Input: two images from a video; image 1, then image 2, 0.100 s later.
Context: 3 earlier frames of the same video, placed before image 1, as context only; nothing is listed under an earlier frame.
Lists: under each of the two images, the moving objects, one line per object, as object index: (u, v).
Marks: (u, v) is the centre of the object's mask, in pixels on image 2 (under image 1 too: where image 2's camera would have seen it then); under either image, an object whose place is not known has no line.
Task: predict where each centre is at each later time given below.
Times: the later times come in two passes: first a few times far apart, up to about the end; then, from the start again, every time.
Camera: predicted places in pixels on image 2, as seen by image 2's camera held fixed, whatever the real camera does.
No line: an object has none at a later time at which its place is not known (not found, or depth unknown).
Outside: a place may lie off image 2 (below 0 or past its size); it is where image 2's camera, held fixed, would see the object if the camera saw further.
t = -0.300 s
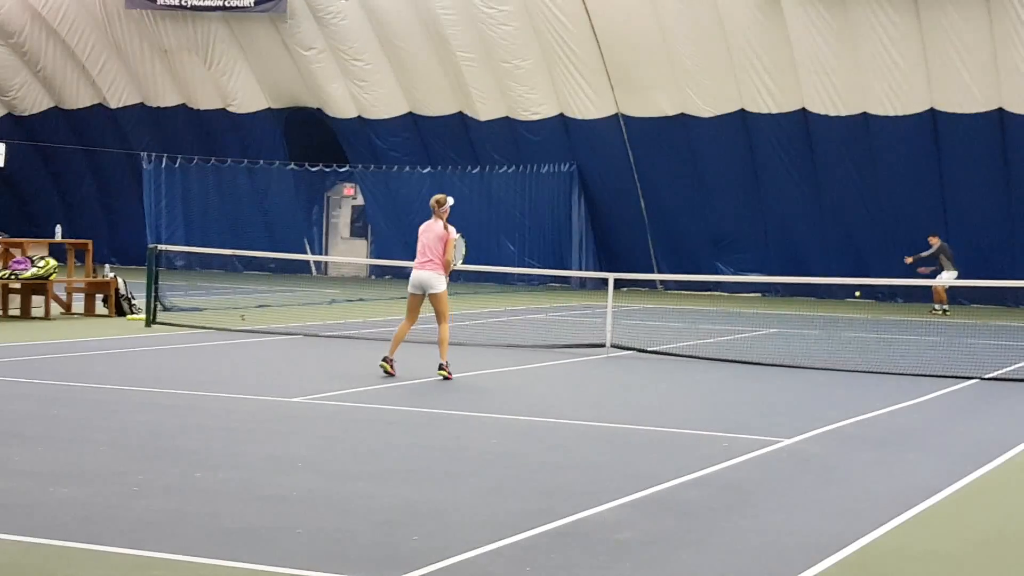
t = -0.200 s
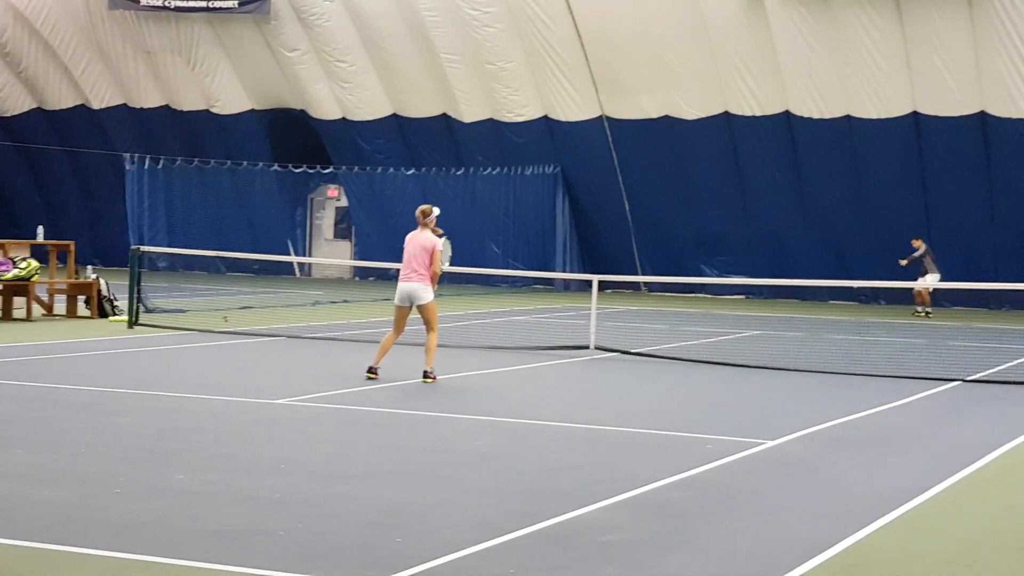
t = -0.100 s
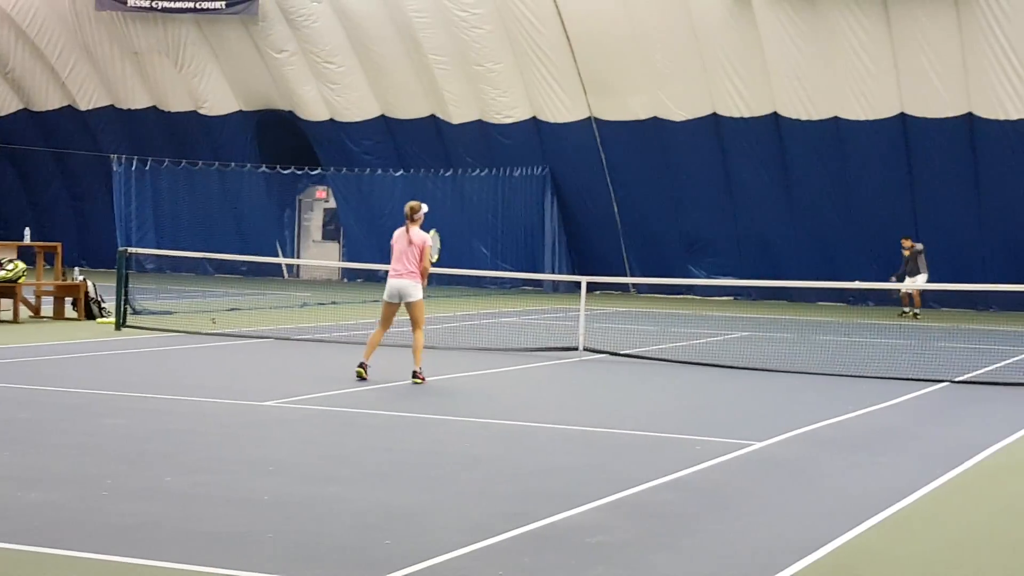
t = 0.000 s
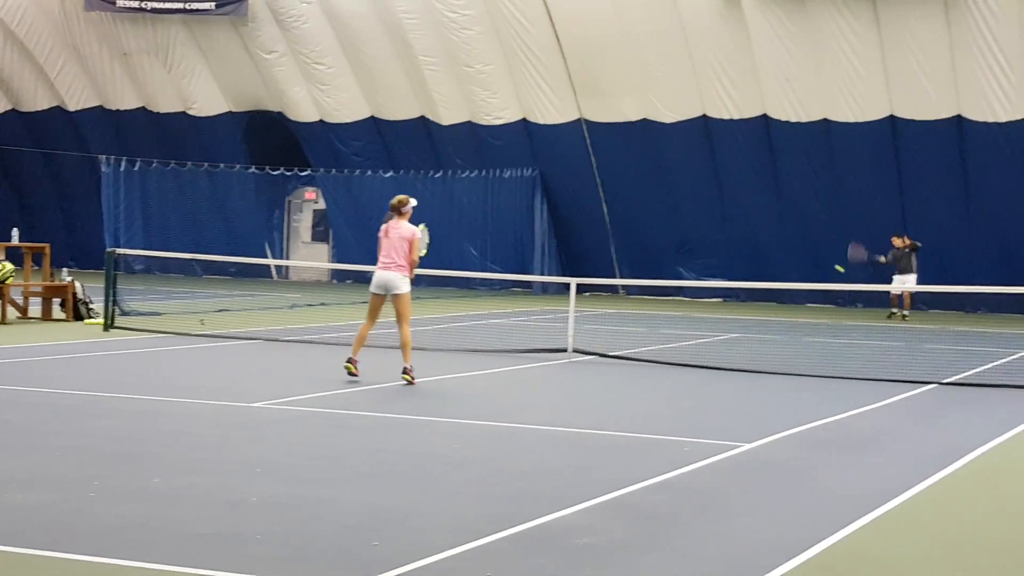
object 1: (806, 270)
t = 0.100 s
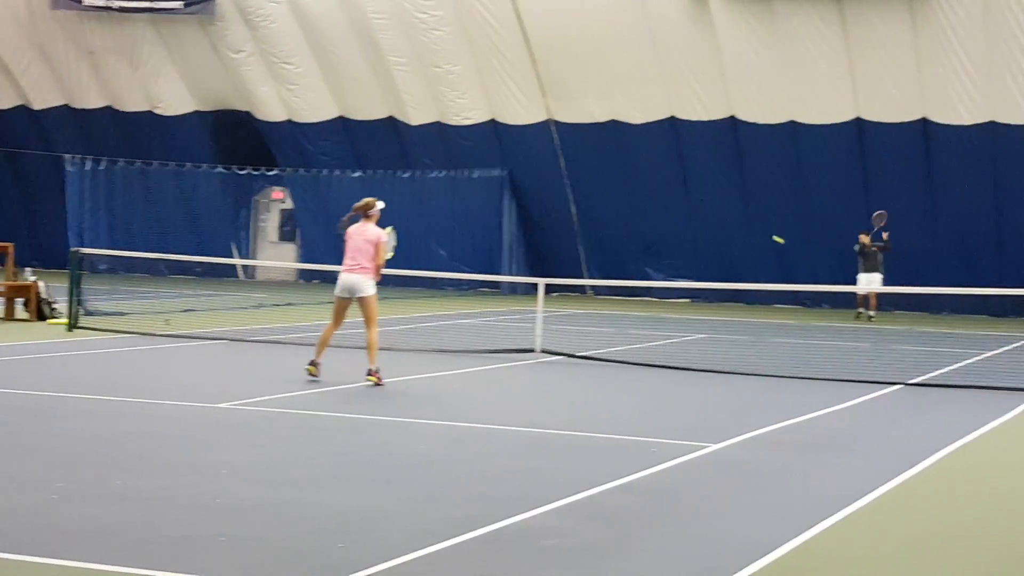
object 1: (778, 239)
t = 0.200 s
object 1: (747, 213)
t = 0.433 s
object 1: (651, 174)
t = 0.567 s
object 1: (582, 171)
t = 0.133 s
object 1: (768, 231)
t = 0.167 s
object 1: (757, 222)
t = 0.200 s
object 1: (747, 213)
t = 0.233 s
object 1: (734, 206)
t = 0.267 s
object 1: (722, 199)
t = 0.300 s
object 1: (709, 192)
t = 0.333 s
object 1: (694, 187)
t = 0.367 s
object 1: (681, 182)
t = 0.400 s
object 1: (666, 178)
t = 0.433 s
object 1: (651, 174)
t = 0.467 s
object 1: (635, 172)
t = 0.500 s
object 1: (619, 171)
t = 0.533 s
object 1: (601, 170)
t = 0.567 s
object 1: (582, 171)
